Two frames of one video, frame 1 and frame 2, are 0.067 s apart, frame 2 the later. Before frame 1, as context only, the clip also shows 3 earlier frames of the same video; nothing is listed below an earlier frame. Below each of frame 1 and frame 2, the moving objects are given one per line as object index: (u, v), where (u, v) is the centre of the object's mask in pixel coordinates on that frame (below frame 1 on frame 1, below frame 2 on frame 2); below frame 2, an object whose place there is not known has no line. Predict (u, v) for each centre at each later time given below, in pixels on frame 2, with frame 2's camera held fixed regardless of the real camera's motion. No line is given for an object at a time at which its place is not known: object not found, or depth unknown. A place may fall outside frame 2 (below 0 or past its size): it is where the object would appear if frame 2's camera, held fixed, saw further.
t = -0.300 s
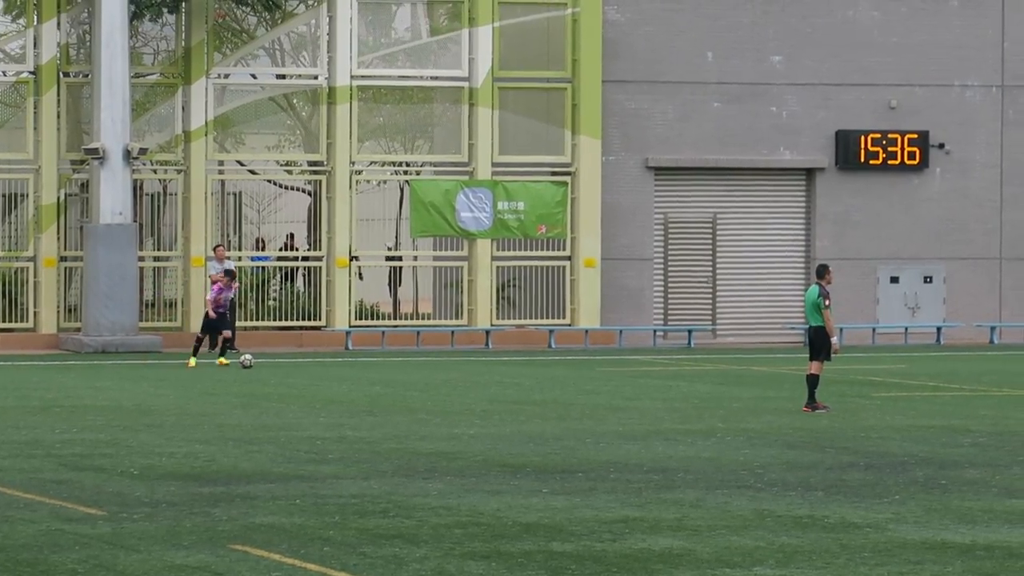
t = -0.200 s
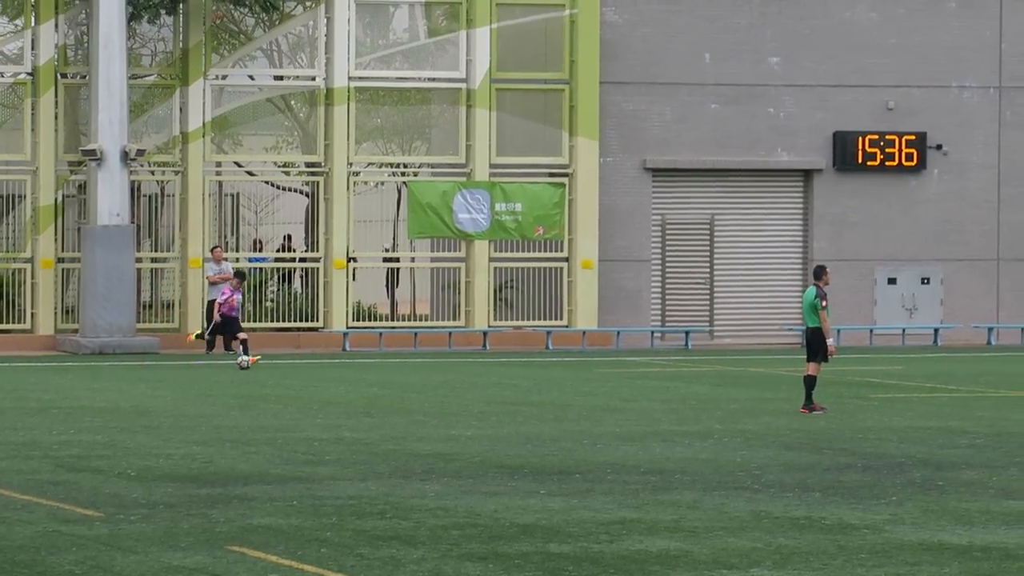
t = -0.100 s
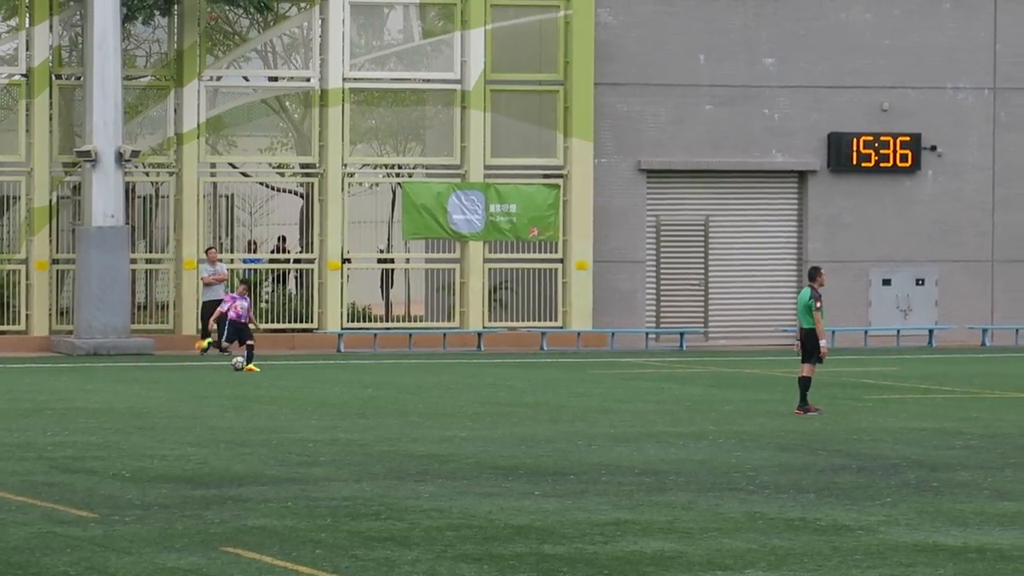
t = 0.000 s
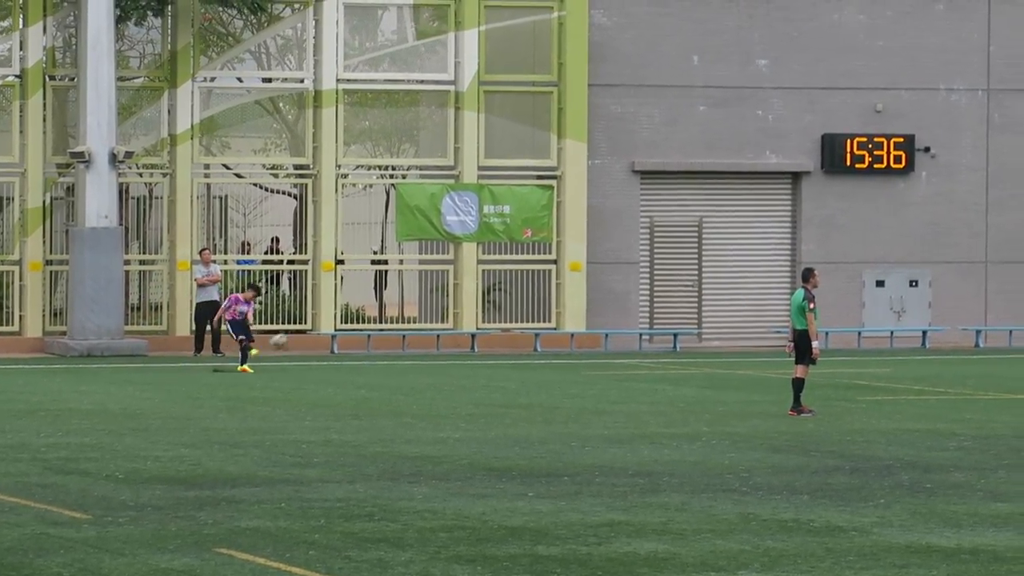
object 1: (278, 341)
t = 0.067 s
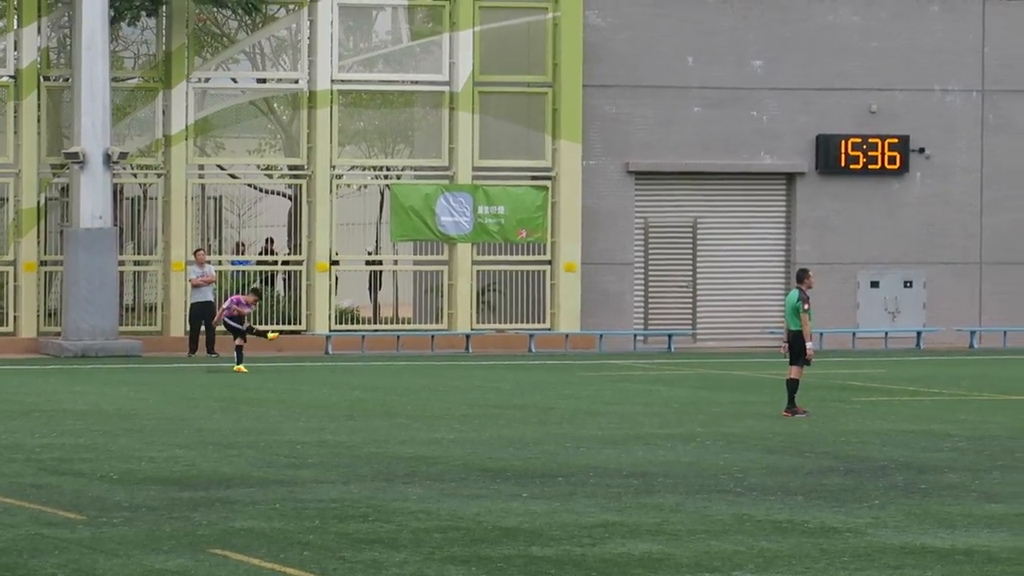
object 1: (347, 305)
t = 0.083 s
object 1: (363, 299)
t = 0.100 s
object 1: (381, 291)
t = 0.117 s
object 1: (400, 282)
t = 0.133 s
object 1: (419, 273)
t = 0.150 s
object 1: (437, 266)
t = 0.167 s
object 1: (454, 259)
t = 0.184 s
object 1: (474, 251)
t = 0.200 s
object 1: (491, 241)
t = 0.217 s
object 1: (509, 234)
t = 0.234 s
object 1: (527, 227)
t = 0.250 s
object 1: (544, 220)
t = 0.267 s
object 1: (562, 214)
